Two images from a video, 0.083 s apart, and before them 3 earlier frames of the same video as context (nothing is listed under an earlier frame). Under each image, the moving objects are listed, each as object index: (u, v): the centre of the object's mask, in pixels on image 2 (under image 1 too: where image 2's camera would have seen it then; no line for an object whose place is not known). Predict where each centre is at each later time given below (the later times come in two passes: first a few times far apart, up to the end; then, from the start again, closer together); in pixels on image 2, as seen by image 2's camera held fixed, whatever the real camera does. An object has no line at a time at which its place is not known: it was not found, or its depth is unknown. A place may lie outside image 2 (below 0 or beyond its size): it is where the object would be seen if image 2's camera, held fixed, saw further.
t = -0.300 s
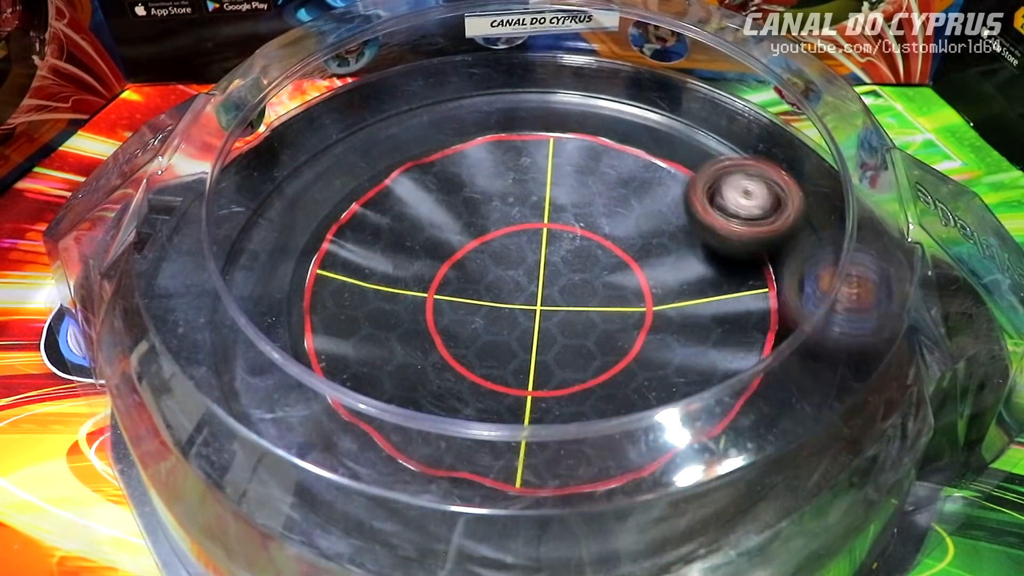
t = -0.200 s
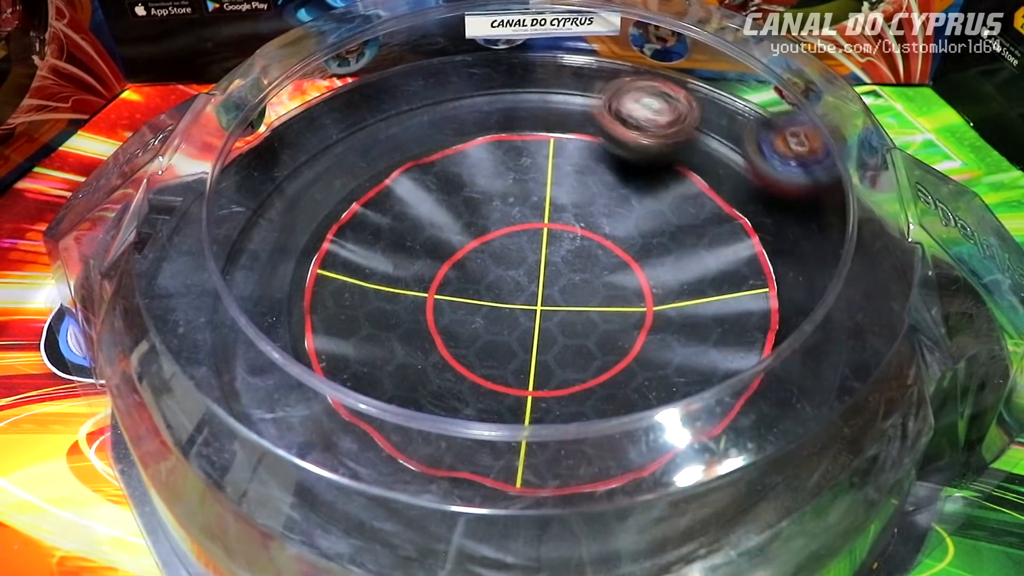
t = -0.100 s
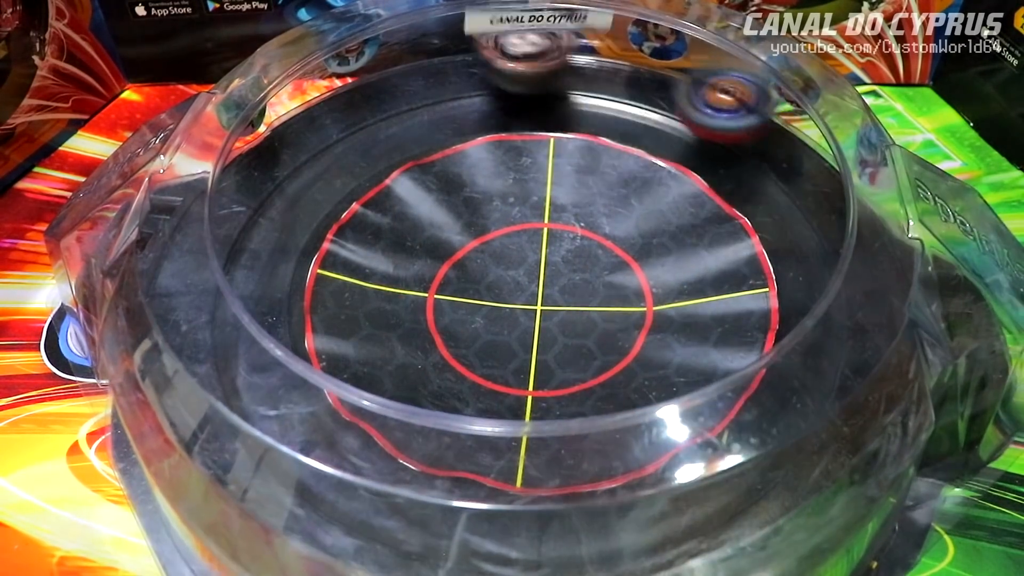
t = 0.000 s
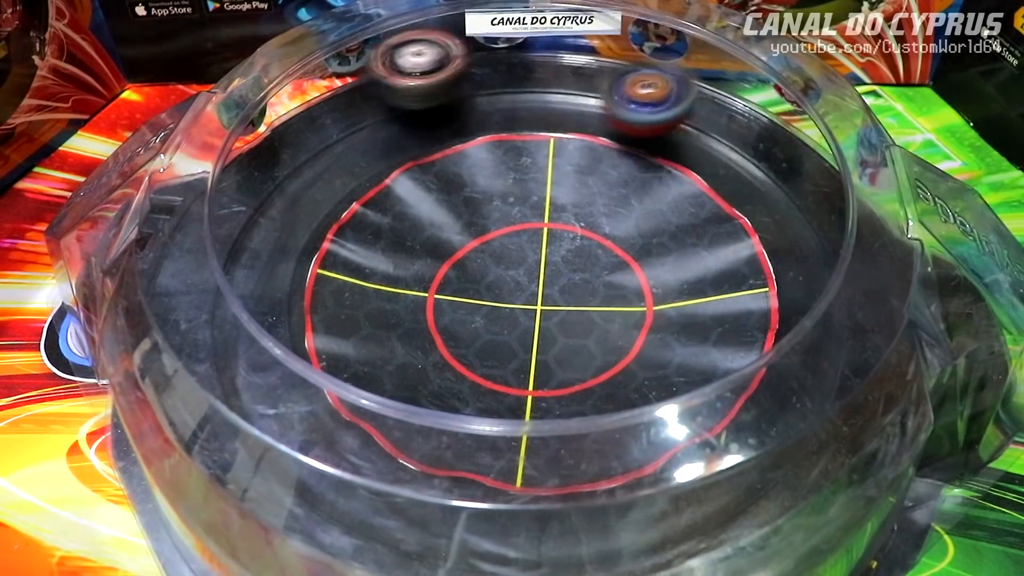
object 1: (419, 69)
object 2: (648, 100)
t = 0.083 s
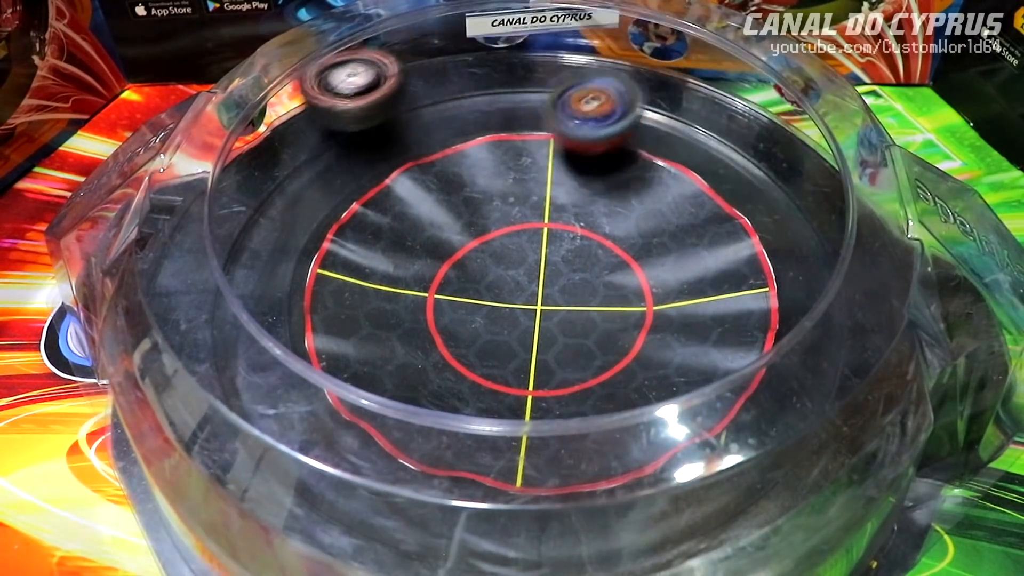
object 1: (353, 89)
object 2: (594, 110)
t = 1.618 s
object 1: (321, 313)
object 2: (567, 412)
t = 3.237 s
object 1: (520, 290)
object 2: (828, 346)
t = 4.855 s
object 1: (532, 233)
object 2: (726, 241)
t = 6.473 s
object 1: (602, 293)
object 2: (496, 363)
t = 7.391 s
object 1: (521, 216)
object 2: (572, 361)
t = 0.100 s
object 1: (343, 93)
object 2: (581, 117)
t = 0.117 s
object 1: (332, 98)
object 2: (565, 131)
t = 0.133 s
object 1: (322, 103)
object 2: (549, 140)
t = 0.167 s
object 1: (309, 115)
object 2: (510, 158)
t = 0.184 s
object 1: (306, 122)
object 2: (487, 171)
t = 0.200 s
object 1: (305, 130)
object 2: (462, 186)
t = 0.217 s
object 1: (304, 141)
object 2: (441, 204)
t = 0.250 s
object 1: (302, 153)
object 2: (403, 237)
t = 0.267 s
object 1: (301, 161)
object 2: (383, 257)
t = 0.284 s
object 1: (299, 167)
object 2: (370, 277)
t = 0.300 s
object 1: (300, 176)
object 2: (357, 300)
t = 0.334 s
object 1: (297, 188)
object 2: (351, 339)
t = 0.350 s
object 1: (297, 195)
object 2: (345, 367)
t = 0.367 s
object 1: (296, 202)
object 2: (348, 394)
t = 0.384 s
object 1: (297, 208)
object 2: (355, 413)
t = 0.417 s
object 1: (300, 227)
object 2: (366, 489)
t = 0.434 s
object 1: (305, 238)
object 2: (381, 501)
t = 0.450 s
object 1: (309, 249)
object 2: (406, 507)
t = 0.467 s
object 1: (314, 260)
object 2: (428, 520)
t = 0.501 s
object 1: (329, 284)
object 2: (485, 536)
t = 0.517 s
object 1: (338, 298)
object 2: (510, 535)
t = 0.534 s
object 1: (348, 310)
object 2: (539, 531)
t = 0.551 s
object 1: (359, 323)
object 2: (562, 532)
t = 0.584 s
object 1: (385, 343)
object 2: (608, 530)
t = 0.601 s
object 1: (402, 352)
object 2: (631, 530)
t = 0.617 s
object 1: (419, 361)
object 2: (654, 529)
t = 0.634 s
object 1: (437, 368)
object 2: (681, 522)
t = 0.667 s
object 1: (477, 379)
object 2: (731, 511)
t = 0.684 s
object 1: (498, 383)
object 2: (755, 492)
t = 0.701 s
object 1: (519, 385)
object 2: (776, 476)
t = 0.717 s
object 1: (540, 386)
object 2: (793, 464)
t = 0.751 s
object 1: (585, 384)
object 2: (822, 445)
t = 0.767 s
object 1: (606, 380)
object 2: (834, 430)
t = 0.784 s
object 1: (626, 376)
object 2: (837, 409)
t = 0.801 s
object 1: (645, 370)
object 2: (838, 388)
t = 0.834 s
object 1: (675, 355)
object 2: (831, 359)
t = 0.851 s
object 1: (673, 350)
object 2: (843, 339)
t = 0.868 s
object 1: (667, 343)
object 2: (848, 316)
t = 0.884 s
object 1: (659, 332)
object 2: (853, 295)
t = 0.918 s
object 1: (643, 311)
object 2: (854, 263)
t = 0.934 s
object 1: (634, 299)
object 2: (858, 249)
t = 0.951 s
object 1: (626, 289)
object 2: (859, 234)
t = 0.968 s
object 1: (618, 279)
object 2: (862, 219)
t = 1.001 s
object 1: (599, 259)
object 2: (850, 204)
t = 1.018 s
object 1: (589, 250)
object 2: (821, 209)
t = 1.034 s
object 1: (579, 241)
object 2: (810, 208)
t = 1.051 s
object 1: (566, 232)
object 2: (801, 210)
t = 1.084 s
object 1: (541, 219)
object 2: (779, 206)
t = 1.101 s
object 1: (527, 214)
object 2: (765, 206)
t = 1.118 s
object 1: (514, 209)
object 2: (752, 208)
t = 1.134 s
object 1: (499, 206)
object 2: (731, 212)
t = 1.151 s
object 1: (486, 204)
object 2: (710, 214)
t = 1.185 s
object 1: (454, 202)
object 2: (667, 211)
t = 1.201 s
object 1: (440, 203)
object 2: (645, 211)
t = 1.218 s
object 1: (426, 206)
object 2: (620, 209)
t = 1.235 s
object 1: (414, 209)
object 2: (596, 207)
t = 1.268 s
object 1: (388, 218)
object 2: (536, 205)
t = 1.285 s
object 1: (377, 223)
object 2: (503, 206)
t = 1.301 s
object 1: (362, 228)
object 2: (482, 206)
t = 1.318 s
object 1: (332, 235)
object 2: (474, 205)
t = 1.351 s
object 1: (273, 246)
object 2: (457, 220)
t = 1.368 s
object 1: (241, 254)
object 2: (451, 229)
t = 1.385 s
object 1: (213, 268)
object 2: (443, 237)
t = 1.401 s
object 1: (192, 274)
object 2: (437, 247)
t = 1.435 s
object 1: (189, 283)
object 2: (426, 274)
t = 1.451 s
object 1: (202, 292)
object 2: (424, 288)
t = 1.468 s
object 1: (218, 301)
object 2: (425, 305)
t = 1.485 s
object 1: (230, 301)
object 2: (427, 323)
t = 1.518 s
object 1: (250, 298)
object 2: (441, 354)
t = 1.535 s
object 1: (260, 301)
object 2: (456, 364)
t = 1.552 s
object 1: (275, 307)
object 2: (472, 373)
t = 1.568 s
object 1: (286, 304)
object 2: (493, 392)
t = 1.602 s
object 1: (309, 305)
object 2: (539, 407)
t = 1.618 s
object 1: (321, 313)
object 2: (567, 412)
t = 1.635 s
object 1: (332, 317)
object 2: (599, 419)
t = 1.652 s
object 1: (346, 318)
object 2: (625, 419)
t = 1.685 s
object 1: (376, 326)
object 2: (677, 407)
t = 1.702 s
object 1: (394, 325)
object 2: (707, 387)
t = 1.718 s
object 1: (410, 326)
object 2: (728, 382)
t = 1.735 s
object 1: (428, 326)
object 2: (746, 376)
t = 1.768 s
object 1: (461, 325)
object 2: (781, 357)
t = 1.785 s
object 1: (478, 324)
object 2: (793, 349)
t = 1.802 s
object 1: (492, 321)
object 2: (803, 342)
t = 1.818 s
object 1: (511, 317)
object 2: (812, 335)
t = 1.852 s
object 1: (539, 306)
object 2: (822, 323)
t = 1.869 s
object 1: (552, 300)
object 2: (824, 319)
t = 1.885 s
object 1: (562, 293)
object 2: (825, 315)
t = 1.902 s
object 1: (571, 284)
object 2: (825, 310)
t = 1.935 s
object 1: (586, 267)
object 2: (824, 302)
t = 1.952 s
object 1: (589, 258)
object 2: (823, 298)
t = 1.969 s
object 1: (592, 250)
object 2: (821, 295)
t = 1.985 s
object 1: (594, 241)
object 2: (819, 291)
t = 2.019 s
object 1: (593, 224)
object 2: (813, 284)
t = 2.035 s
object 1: (590, 216)
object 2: (809, 281)
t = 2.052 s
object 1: (587, 209)
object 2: (806, 277)
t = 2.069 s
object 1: (585, 202)
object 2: (802, 272)
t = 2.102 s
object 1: (575, 188)
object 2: (790, 263)
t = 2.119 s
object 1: (570, 182)
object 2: (781, 259)
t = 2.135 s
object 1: (564, 178)
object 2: (777, 254)
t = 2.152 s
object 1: (558, 172)
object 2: (771, 249)
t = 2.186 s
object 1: (547, 165)
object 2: (753, 240)
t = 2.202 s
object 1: (540, 162)
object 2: (741, 232)
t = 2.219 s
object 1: (533, 159)
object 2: (727, 224)
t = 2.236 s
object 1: (526, 158)
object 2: (713, 217)
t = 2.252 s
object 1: (519, 157)
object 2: (697, 209)
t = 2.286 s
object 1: (506, 157)
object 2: (660, 190)
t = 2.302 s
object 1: (500, 157)
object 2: (640, 182)
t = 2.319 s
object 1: (494, 158)
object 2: (614, 174)
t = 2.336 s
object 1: (483, 157)
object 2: (598, 169)
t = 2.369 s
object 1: (448, 155)
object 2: (573, 168)
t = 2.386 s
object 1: (432, 156)
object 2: (556, 170)
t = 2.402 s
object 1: (418, 157)
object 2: (541, 175)
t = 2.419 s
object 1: (405, 159)
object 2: (524, 182)
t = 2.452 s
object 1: (377, 164)
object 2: (493, 198)
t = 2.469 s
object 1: (356, 166)
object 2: (482, 208)
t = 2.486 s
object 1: (339, 166)
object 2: (474, 224)
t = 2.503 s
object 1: (322, 170)
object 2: (467, 240)
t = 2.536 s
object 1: (291, 182)
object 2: (456, 277)
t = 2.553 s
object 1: (278, 186)
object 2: (455, 295)
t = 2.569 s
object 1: (269, 190)
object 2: (458, 312)
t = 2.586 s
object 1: (260, 195)
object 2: (465, 329)
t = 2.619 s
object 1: (240, 199)
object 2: (480, 360)
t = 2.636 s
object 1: (236, 202)
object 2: (493, 367)
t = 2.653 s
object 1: (234, 210)
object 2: (511, 375)
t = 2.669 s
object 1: (233, 217)
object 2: (530, 392)
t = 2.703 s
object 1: (238, 234)
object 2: (576, 409)
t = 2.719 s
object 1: (239, 239)
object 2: (603, 413)
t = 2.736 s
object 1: (243, 244)
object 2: (628, 415)
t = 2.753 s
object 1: (245, 250)
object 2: (654, 417)
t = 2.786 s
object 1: (253, 257)
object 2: (712, 397)
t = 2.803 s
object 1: (257, 260)
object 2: (736, 394)
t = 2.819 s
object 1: (265, 260)
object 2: (752, 393)
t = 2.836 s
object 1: (269, 262)
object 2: (773, 393)
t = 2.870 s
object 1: (276, 262)
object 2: (811, 392)
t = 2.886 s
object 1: (279, 261)
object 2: (823, 388)
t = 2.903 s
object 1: (283, 260)
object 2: (826, 376)
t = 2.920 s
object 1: (288, 260)
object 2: (826, 368)
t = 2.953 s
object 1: (305, 262)
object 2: (829, 356)
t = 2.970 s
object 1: (314, 264)
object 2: (830, 349)
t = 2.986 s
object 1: (324, 266)
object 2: (830, 345)
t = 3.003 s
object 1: (334, 269)
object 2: (831, 343)
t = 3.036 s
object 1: (358, 274)
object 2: (835, 341)
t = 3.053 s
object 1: (370, 278)
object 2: (836, 340)
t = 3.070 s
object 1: (382, 280)
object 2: (835, 339)
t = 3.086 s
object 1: (397, 285)
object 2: (835, 337)
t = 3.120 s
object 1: (425, 288)
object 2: (833, 332)
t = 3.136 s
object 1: (438, 290)
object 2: (832, 331)
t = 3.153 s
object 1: (454, 292)
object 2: (831, 331)
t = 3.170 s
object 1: (468, 293)
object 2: (830, 333)
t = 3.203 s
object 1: (495, 293)
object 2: (829, 339)
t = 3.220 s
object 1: (508, 292)
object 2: (829, 342)
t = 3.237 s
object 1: (520, 290)
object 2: (828, 346)
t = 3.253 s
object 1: (532, 287)
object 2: (827, 350)
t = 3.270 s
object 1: (541, 283)
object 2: (827, 354)
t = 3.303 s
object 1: (559, 274)
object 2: (825, 362)
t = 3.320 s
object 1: (568, 268)
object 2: (825, 365)
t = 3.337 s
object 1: (574, 262)
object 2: (824, 368)
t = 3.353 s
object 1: (579, 256)
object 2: (822, 371)
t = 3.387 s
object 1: (586, 243)
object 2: (819, 376)
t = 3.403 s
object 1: (587, 237)
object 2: (818, 379)
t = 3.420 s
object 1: (588, 232)
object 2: (817, 382)
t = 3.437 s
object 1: (589, 227)
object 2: (816, 384)
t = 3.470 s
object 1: (588, 216)
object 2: (813, 387)
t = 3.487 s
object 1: (587, 211)
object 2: (810, 388)
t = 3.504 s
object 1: (586, 207)
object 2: (807, 390)
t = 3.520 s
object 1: (585, 202)
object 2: (804, 391)
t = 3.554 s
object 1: (581, 196)
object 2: (798, 394)
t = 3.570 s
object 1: (579, 194)
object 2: (794, 394)
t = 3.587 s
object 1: (576, 191)
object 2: (789, 395)
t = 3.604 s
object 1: (572, 189)
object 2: (785, 395)
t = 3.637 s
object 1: (566, 187)
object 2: (777, 393)
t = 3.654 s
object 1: (563, 187)
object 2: (771, 395)
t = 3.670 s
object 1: (560, 186)
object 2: (764, 393)
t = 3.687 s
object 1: (556, 187)
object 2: (761, 391)
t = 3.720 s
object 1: (550, 189)
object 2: (752, 391)
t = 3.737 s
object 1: (547, 190)
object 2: (750, 389)
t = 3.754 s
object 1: (543, 192)
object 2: (744, 389)
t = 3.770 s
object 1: (540, 194)
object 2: (740, 386)
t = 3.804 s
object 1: (534, 199)
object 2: (728, 379)
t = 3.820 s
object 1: (531, 202)
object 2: (724, 375)
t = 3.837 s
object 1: (528, 206)
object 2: (719, 373)
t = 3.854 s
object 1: (526, 210)
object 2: (713, 370)
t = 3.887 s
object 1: (521, 218)
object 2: (701, 350)
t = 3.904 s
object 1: (519, 223)
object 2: (699, 345)
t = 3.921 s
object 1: (518, 228)
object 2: (698, 334)
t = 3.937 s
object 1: (516, 233)
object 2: (695, 326)
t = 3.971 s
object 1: (514, 243)
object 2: (681, 297)
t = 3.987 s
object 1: (514, 248)
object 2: (673, 283)
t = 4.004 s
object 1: (514, 254)
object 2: (663, 269)
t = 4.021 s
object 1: (513, 259)
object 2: (651, 257)
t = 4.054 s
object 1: (506, 268)
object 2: (634, 232)
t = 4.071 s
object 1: (490, 272)
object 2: (634, 224)
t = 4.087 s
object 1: (478, 275)
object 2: (633, 213)
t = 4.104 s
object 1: (467, 279)
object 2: (630, 202)
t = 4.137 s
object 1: (448, 285)
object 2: (619, 180)
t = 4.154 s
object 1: (441, 289)
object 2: (609, 171)
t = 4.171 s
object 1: (437, 292)
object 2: (599, 166)
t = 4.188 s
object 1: (433, 297)
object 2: (585, 161)
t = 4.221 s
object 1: (432, 307)
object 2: (553, 155)
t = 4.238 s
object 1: (434, 312)
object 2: (537, 154)
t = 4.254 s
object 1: (438, 317)
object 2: (519, 156)
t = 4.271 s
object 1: (444, 323)
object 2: (499, 159)
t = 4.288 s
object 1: (451, 329)
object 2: (484, 164)
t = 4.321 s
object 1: (469, 339)
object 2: (453, 181)
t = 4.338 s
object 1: (479, 343)
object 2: (435, 186)
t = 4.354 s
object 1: (490, 346)
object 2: (421, 198)
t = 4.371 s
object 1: (500, 348)
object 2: (410, 211)
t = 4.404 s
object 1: (522, 349)
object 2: (393, 238)
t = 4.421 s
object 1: (531, 349)
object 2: (385, 255)
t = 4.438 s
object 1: (543, 347)
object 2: (383, 270)
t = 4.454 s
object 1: (551, 344)
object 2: (385, 288)
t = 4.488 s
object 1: (566, 338)
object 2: (397, 318)
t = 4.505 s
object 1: (573, 333)
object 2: (409, 336)
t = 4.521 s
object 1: (579, 328)
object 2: (424, 351)
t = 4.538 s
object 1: (584, 322)
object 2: (443, 360)
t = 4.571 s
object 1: (591, 311)
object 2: (483, 373)
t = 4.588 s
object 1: (595, 304)
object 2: (507, 380)
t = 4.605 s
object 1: (596, 297)
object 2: (535, 385)
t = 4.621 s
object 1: (596, 290)
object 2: (554, 380)
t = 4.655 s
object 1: (593, 280)
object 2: (601, 378)
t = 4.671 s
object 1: (590, 275)
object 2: (626, 372)
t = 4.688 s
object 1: (588, 270)
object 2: (644, 364)
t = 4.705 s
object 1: (584, 265)
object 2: (666, 356)
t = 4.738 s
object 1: (576, 256)
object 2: (699, 341)
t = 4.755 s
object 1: (571, 252)
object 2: (712, 326)
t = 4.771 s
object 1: (565, 247)
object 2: (721, 318)
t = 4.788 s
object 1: (559, 243)
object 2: (729, 304)
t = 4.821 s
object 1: (547, 237)
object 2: (733, 269)
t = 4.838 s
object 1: (539, 235)
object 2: (731, 256)
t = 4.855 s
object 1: (532, 233)
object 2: (726, 241)
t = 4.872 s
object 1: (525, 231)
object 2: (720, 226)
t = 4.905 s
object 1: (510, 229)
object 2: (701, 206)
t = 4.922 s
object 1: (503, 229)
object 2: (688, 195)
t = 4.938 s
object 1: (494, 229)
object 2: (674, 185)
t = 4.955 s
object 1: (488, 230)
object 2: (659, 176)
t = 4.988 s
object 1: (475, 233)
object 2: (626, 162)
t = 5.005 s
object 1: (469, 234)
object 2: (608, 157)
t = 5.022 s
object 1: (464, 237)
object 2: (591, 157)
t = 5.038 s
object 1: (458, 240)
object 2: (568, 152)
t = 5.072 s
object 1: (449, 246)
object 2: (530, 150)
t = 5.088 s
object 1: (445, 251)
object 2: (507, 152)
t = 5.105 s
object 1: (443, 256)
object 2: (488, 156)
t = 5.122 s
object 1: (441, 260)
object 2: (469, 160)
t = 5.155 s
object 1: (439, 270)
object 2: (433, 173)
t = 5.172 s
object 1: (438, 278)
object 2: (417, 180)
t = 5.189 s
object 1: (439, 287)
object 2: (402, 185)
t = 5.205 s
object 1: (442, 296)
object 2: (387, 189)
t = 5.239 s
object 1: (450, 312)
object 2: (362, 206)
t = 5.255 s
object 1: (457, 318)
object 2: (349, 219)
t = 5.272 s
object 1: (462, 325)
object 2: (342, 231)
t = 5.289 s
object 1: (471, 330)
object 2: (333, 241)
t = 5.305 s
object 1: (479, 333)
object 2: (328, 255)
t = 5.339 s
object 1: (496, 339)
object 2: (325, 286)
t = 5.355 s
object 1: (505, 341)
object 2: (324, 300)
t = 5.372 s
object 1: (512, 342)
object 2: (330, 315)
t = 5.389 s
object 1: (524, 344)
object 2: (341, 330)
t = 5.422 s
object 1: (540, 341)
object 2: (368, 348)
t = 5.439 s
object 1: (551, 340)
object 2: (383, 358)
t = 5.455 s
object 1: (560, 338)
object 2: (403, 367)
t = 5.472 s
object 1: (567, 335)
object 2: (417, 385)
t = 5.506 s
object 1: (582, 326)
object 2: (462, 400)
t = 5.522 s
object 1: (588, 321)
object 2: (487, 400)
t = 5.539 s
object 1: (595, 315)
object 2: (513, 400)
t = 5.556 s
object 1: (600, 308)
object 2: (540, 390)
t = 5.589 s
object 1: (607, 294)
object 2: (585, 388)
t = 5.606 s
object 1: (608, 286)
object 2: (603, 375)
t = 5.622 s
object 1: (607, 279)
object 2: (624, 368)
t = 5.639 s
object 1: (607, 273)
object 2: (639, 357)
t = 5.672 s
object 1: (604, 258)
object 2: (669, 343)
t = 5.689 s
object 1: (602, 252)
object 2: (682, 332)
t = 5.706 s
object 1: (598, 245)
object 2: (691, 322)
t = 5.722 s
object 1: (594, 238)
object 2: (697, 309)
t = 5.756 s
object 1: (581, 227)
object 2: (704, 283)
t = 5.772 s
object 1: (573, 222)
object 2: (705, 269)
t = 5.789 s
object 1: (566, 218)
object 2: (704, 256)
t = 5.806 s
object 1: (558, 215)
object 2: (699, 241)
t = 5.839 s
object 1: (542, 212)
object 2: (687, 218)
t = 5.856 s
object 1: (534, 211)
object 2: (678, 206)
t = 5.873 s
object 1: (526, 211)
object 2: (667, 196)
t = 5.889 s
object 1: (518, 211)
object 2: (653, 186)
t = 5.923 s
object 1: (504, 214)
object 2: (625, 172)
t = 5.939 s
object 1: (496, 215)
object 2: (607, 165)
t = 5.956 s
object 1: (488, 219)
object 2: (592, 164)
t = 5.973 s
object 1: (484, 222)
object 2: (575, 159)
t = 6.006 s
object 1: (471, 232)
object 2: (540, 151)
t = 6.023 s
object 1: (468, 238)
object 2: (527, 150)
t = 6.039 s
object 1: (463, 244)
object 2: (510, 150)
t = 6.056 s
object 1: (459, 250)
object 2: (493, 151)
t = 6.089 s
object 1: (456, 263)
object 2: (464, 160)
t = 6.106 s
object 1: (455, 269)
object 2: (448, 165)
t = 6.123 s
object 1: (456, 275)
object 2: (434, 170)
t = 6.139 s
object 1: (457, 281)
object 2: (421, 181)
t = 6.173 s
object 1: (463, 291)
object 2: (401, 198)
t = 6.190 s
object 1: (466, 296)
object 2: (392, 211)
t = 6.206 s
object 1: (471, 302)
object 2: (386, 224)
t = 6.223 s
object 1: (478, 306)
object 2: (379, 239)
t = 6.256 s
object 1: (495, 317)
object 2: (369, 256)
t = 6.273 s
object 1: (503, 320)
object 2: (366, 267)
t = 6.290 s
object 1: (514, 322)
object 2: (367, 281)
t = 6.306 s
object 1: (524, 324)
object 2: (368, 290)
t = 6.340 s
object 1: (540, 324)
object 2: (382, 315)
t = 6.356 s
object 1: (548, 322)
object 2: (398, 330)
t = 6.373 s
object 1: (553, 320)
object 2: (411, 333)
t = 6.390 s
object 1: (561, 318)
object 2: (430, 343)
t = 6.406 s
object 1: (567, 314)
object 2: (449, 353)
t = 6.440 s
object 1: (588, 305)
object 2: (471, 359)
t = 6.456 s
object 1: (594, 299)
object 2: (484, 362)
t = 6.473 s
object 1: (602, 293)
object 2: (496, 363)
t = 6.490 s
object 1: (608, 286)
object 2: (511, 369)
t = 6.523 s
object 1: (614, 273)
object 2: (538, 364)
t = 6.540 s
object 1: (615, 266)
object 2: (554, 363)
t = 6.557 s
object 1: (616, 260)
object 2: (566, 355)
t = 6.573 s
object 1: (616, 252)
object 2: (579, 351)
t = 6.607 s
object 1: (613, 239)
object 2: (595, 334)
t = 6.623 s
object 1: (613, 230)
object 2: (599, 331)
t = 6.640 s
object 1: (613, 221)
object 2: (600, 327)
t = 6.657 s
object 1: (611, 211)
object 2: (602, 325)
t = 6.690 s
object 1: (605, 196)
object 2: (601, 307)
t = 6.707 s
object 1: (600, 190)
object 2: (600, 300)
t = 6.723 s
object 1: (596, 186)
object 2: (596, 292)
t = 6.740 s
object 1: (591, 182)
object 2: (592, 284)
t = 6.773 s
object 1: (582, 174)
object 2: (572, 269)
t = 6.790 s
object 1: (579, 169)
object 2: (562, 266)
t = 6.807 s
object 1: (575, 164)
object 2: (549, 264)
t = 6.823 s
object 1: (570, 160)
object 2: (536, 263)
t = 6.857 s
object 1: (561, 153)
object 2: (511, 263)
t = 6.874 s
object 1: (556, 150)
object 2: (496, 262)
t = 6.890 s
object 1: (553, 149)
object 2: (485, 268)
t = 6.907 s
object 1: (548, 148)
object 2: (471, 266)
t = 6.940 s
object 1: (541, 149)
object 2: (449, 273)
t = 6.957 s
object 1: (537, 150)
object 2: (438, 279)
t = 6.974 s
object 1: (535, 151)
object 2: (431, 286)
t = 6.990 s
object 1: (531, 153)
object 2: (423, 292)
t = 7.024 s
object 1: (525, 158)
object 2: (414, 306)
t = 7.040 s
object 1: (524, 161)
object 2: (412, 312)
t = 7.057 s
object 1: (522, 164)
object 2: (409, 319)
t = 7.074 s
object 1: (520, 168)
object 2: (409, 326)
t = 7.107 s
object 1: (517, 175)
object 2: (412, 339)
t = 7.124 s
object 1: (516, 179)
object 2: (418, 346)
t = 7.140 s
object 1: (516, 182)
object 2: (422, 349)
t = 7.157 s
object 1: (515, 187)
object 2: (432, 356)
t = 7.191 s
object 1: (514, 196)
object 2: (450, 360)
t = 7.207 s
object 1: (514, 201)
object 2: (461, 361)
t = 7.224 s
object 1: (514, 205)
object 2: (470, 362)
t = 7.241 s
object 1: (514, 211)
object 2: (484, 363)
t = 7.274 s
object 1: (513, 223)
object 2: (508, 359)
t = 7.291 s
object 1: (513, 229)
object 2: (520, 354)
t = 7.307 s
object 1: (513, 235)
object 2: (530, 349)
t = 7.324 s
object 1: (513, 239)
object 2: (539, 338)
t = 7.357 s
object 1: (516, 235)
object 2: (555, 345)
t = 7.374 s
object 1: (519, 225)
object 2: (566, 352)
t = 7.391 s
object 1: (521, 216)
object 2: (572, 361)
